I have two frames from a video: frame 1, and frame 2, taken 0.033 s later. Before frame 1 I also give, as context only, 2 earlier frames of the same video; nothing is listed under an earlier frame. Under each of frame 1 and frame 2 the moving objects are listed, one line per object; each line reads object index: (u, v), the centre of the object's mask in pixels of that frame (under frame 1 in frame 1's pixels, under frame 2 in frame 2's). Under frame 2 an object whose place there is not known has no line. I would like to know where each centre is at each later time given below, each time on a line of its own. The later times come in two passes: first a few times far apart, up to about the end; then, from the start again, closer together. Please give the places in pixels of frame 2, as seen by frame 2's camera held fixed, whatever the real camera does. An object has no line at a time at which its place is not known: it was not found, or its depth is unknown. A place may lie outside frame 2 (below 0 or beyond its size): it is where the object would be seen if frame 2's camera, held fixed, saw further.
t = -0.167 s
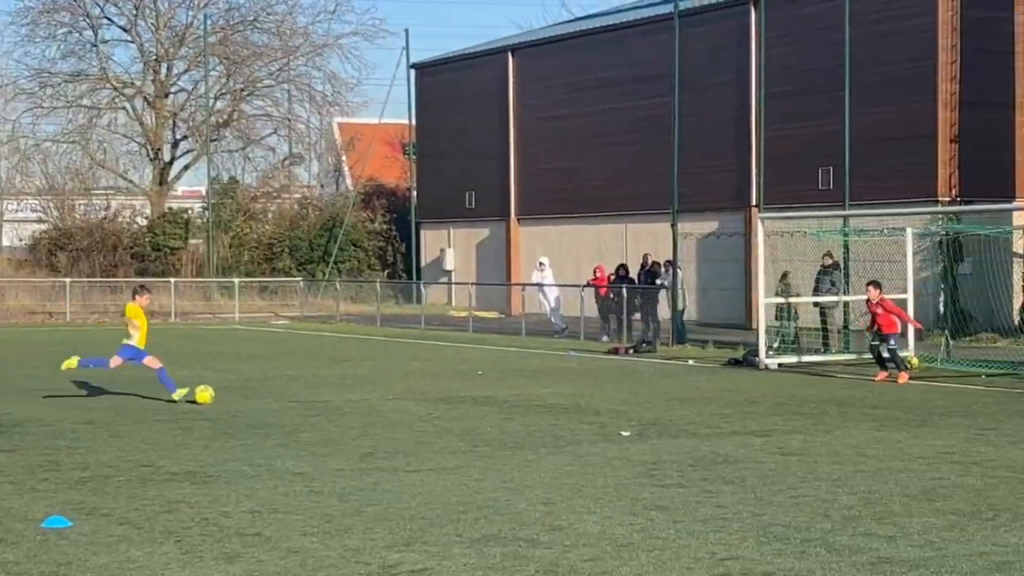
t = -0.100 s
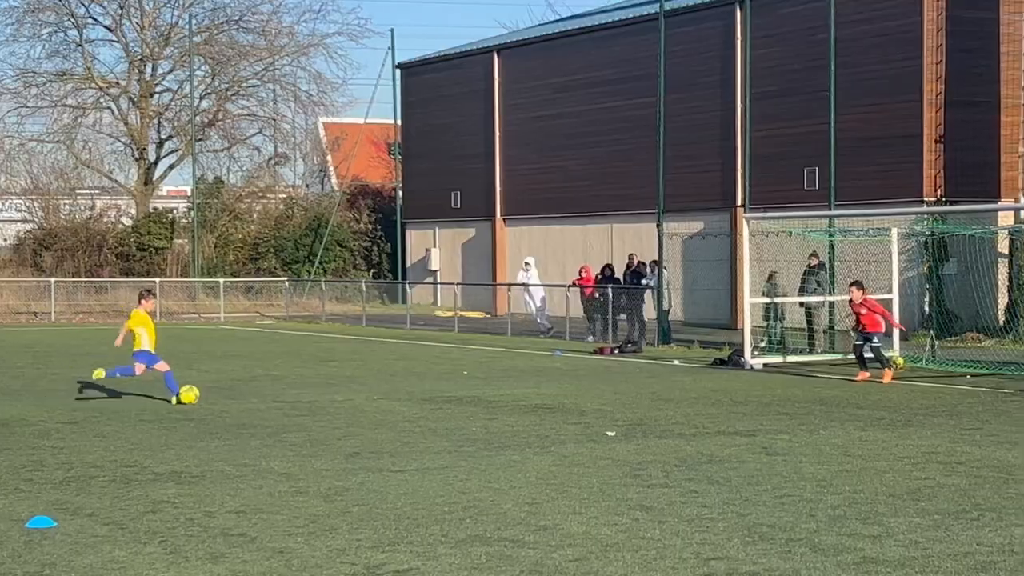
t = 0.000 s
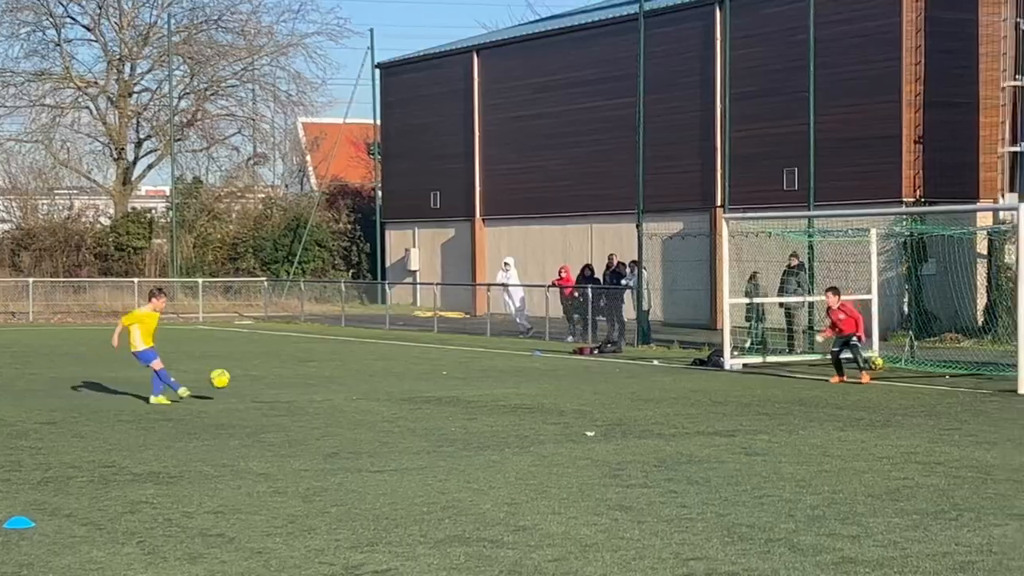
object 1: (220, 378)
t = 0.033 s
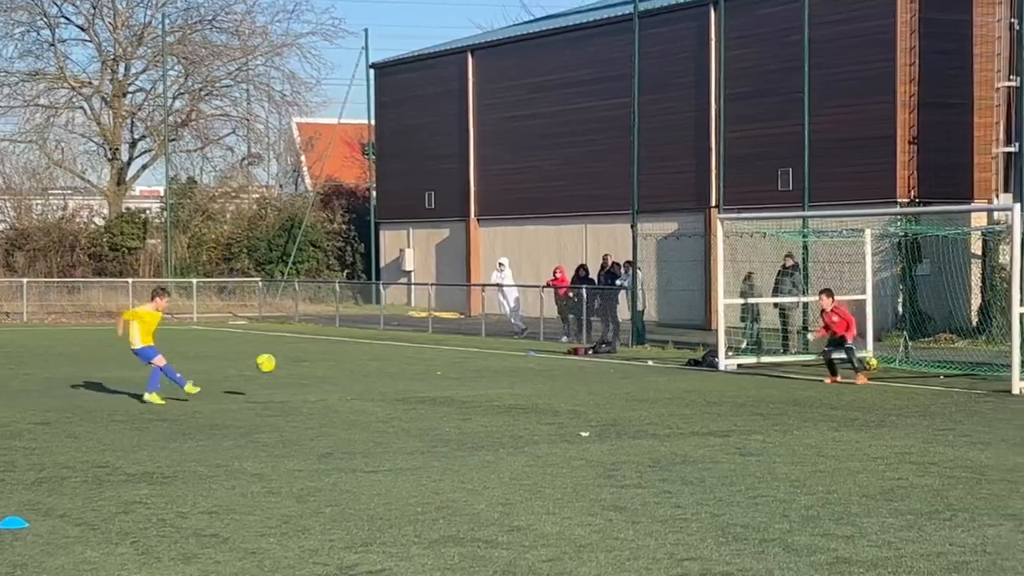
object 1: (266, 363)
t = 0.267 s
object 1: (570, 294)
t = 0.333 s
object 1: (643, 286)
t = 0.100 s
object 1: (363, 336)
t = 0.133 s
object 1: (407, 325)
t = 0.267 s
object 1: (570, 294)
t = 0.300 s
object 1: (607, 290)
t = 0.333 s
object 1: (643, 286)
